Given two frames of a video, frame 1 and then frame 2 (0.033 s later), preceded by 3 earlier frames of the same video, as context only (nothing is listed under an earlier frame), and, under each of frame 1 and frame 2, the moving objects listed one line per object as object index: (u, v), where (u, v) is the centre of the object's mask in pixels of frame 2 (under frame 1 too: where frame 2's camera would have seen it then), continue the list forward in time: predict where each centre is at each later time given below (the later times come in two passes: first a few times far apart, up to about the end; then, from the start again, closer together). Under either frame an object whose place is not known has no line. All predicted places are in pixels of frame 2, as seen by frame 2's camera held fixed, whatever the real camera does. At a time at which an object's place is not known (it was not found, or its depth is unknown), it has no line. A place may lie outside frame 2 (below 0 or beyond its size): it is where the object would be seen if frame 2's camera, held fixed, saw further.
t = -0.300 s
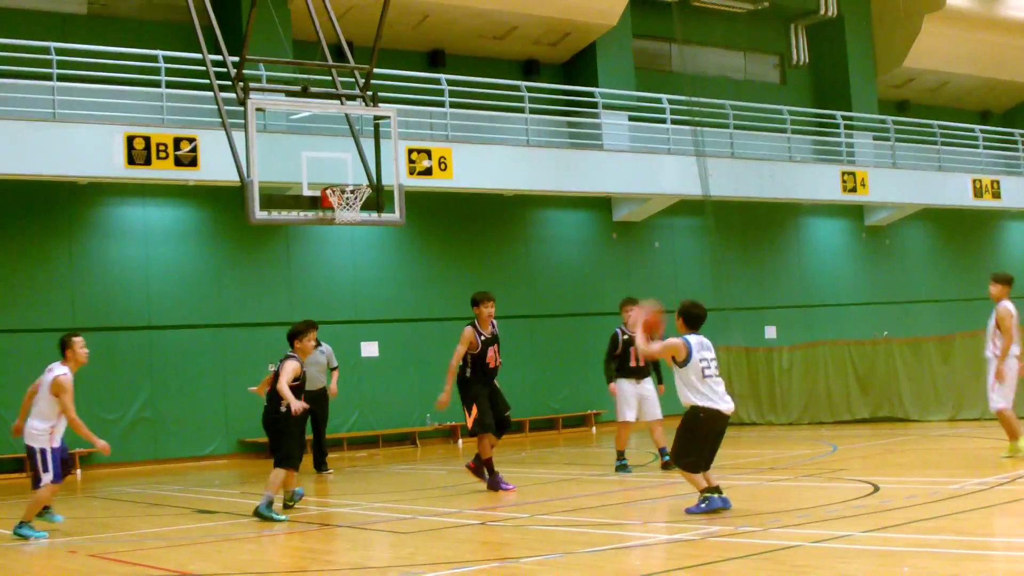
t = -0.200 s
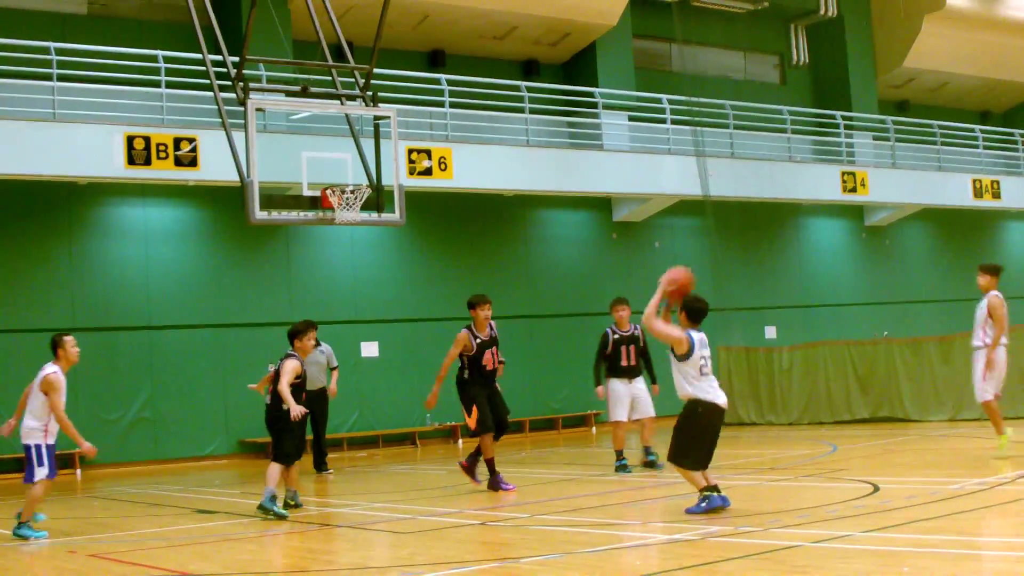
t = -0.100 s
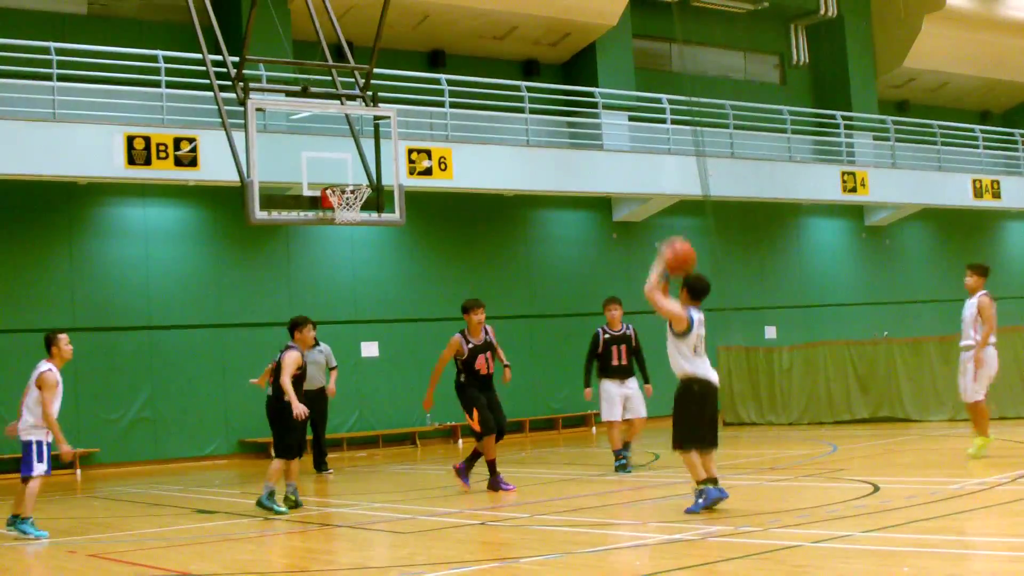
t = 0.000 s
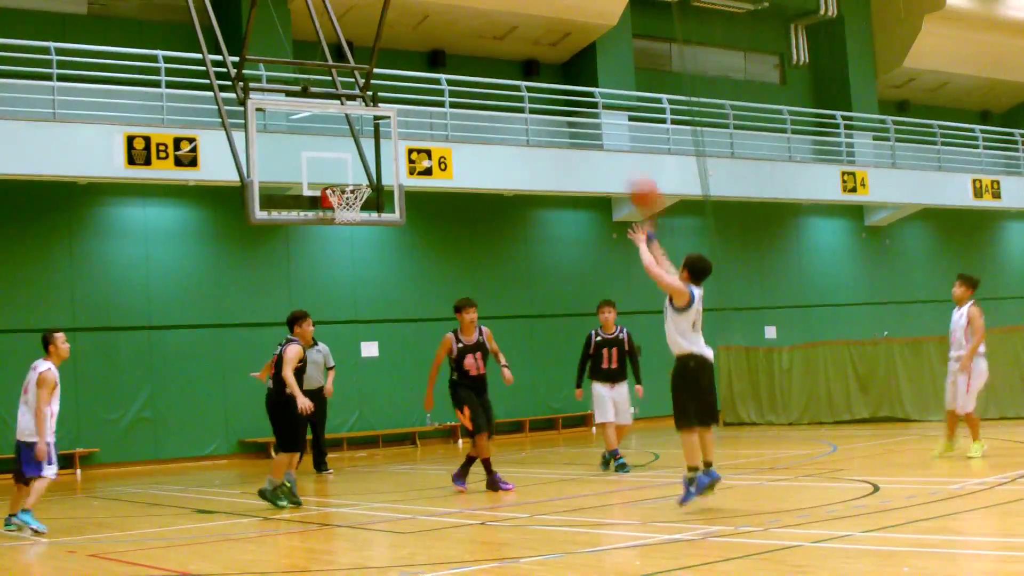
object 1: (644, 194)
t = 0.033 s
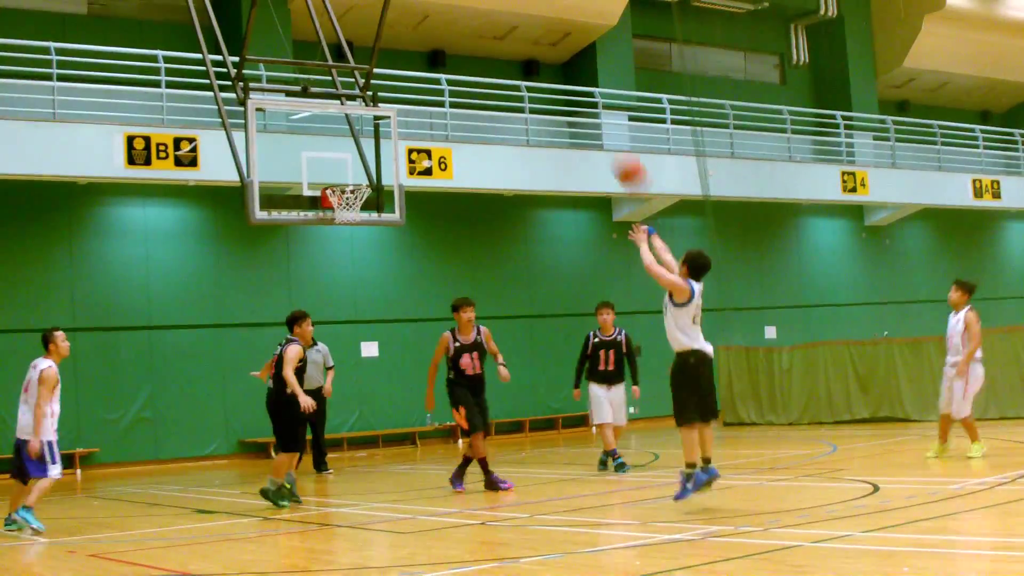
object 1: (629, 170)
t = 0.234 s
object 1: (549, 76)
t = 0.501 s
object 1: (465, 32)
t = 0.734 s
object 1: (405, 58)
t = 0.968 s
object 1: (354, 130)
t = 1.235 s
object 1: (339, 120)
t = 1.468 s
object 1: (348, 70)
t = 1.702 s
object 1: (362, 68)
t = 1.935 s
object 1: (376, 115)
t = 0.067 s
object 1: (615, 151)
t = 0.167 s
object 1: (575, 101)
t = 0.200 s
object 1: (562, 88)
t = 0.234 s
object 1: (549, 76)
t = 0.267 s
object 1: (538, 66)
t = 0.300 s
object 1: (528, 58)
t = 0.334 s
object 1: (517, 51)
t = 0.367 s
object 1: (506, 44)
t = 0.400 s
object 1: (494, 40)
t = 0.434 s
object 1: (484, 36)
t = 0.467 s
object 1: (475, 34)
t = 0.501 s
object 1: (465, 32)
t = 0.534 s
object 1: (456, 33)
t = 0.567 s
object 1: (446, 35)
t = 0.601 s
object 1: (437, 37)
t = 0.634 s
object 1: (428, 41)
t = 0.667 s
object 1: (421, 46)
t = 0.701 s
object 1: (412, 52)
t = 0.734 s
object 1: (405, 58)
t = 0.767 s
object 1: (397, 65)
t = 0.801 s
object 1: (389, 73)
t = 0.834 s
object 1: (381, 84)
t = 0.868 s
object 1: (375, 93)
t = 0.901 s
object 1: (369, 103)
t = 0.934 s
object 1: (361, 118)
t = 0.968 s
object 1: (354, 130)
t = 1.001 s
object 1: (349, 143)
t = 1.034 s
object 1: (341, 160)
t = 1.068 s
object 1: (335, 175)
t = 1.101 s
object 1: (334, 171)
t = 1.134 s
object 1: (335, 157)
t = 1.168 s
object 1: (336, 143)
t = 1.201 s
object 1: (337, 132)
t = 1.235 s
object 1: (339, 120)
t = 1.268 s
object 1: (340, 109)
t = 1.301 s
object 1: (341, 100)
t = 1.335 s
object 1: (343, 92)
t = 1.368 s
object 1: (344, 85)
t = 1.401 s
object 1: (346, 79)
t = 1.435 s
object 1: (347, 74)
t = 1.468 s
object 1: (348, 70)
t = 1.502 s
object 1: (350, 67)
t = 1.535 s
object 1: (352, 65)
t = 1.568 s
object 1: (354, 64)
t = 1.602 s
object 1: (355, 63)
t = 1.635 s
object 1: (357, 64)
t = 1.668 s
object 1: (359, 66)
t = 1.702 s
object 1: (362, 68)
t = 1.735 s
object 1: (363, 72)
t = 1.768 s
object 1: (365, 77)
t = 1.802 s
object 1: (367, 83)
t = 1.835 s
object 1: (370, 90)
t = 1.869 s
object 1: (371, 97)
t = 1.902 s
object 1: (374, 105)
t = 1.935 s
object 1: (376, 115)
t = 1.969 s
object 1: (378, 128)
